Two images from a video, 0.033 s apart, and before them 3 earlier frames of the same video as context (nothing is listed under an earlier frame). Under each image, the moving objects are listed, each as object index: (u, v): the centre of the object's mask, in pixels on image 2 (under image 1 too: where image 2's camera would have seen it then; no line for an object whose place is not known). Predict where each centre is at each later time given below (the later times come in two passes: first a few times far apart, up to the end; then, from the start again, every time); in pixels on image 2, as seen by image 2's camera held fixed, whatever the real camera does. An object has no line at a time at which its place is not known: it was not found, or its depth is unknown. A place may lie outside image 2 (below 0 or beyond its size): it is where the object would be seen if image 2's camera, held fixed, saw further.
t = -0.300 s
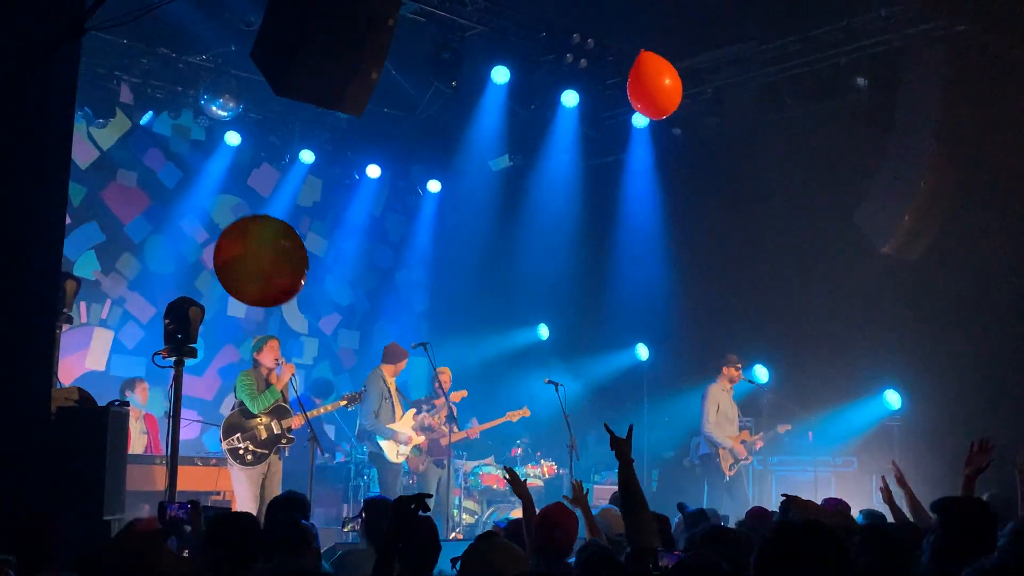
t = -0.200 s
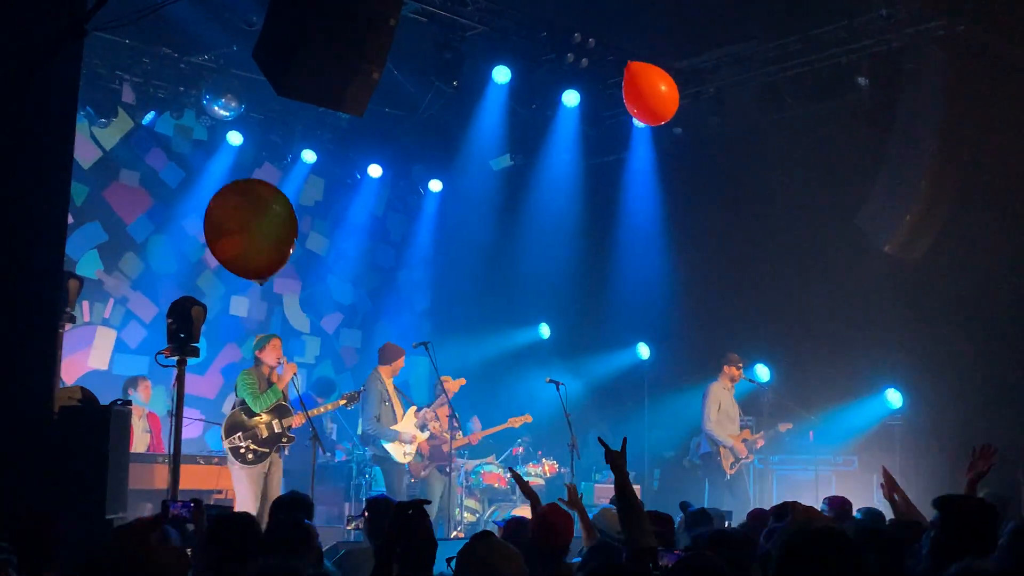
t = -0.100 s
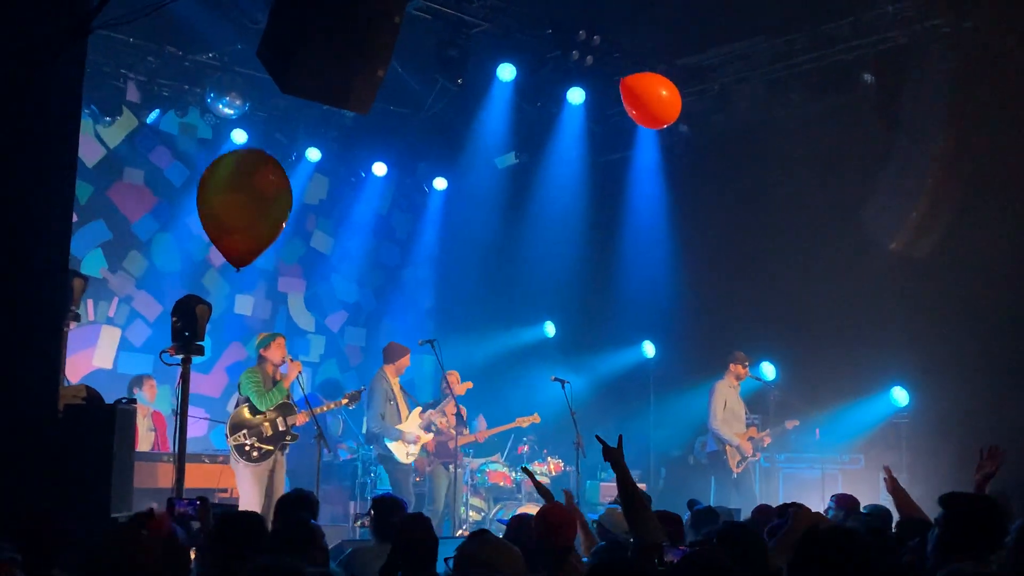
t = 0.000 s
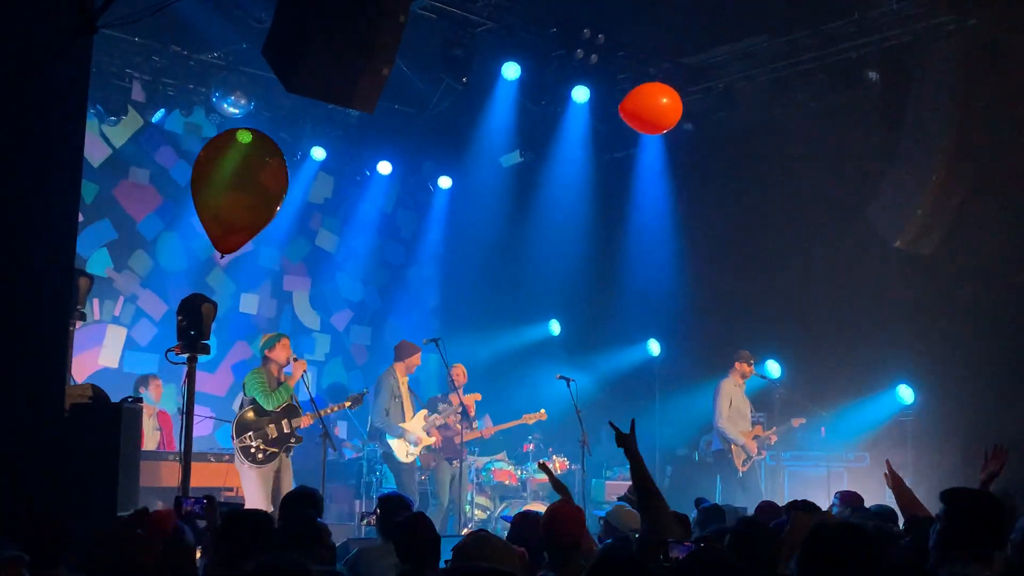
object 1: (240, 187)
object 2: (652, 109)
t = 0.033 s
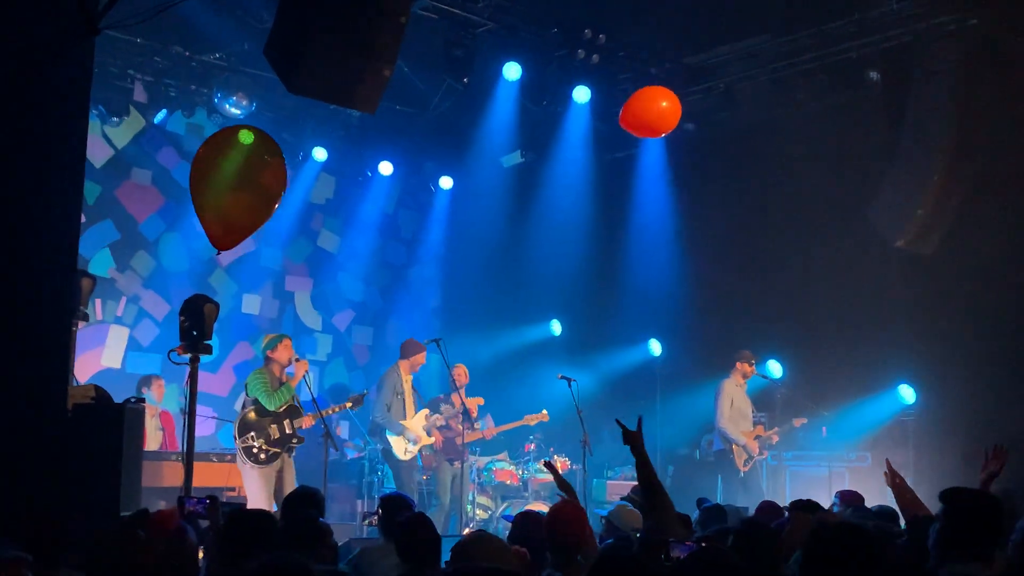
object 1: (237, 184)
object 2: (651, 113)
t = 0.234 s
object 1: (217, 172)
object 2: (642, 145)
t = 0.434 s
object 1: (200, 176)
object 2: (639, 188)
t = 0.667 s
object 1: (183, 204)
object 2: (641, 242)
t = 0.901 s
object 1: (169, 255)
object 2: (653, 289)
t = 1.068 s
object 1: (160, 301)
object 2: (668, 316)
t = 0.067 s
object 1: (233, 181)
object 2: (649, 117)
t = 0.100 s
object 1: (230, 178)
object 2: (647, 122)
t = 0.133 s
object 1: (227, 176)
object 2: (646, 127)
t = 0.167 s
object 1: (223, 175)
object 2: (644, 132)
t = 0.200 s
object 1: (220, 173)
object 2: (643, 138)
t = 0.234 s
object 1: (217, 172)
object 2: (642, 145)
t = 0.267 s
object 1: (214, 171)
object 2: (641, 151)
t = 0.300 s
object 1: (211, 171)
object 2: (640, 158)
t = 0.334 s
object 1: (208, 171)
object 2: (640, 165)
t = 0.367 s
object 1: (206, 172)
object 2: (639, 173)
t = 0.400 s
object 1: (203, 174)
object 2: (639, 180)
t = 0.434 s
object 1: (200, 176)
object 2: (639, 188)
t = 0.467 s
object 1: (197, 178)
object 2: (639, 196)
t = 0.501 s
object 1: (195, 181)
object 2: (639, 203)
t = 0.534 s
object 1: (192, 185)
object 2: (639, 211)
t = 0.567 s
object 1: (190, 189)
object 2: (640, 219)
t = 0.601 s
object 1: (188, 194)
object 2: (640, 227)
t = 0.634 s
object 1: (185, 199)
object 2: (641, 235)
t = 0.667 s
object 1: (183, 204)
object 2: (641, 242)
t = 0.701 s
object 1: (181, 210)
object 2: (642, 250)
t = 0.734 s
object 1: (179, 217)
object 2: (644, 257)
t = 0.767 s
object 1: (177, 224)
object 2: (645, 264)
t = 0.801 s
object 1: (175, 231)
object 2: (647, 271)
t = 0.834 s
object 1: (173, 239)
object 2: (649, 277)
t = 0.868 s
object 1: (171, 247)
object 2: (651, 283)
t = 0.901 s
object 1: (169, 255)
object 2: (653, 289)
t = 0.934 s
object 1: (167, 263)
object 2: (655, 294)
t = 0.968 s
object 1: (166, 272)
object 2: (658, 300)
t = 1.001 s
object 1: (164, 281)
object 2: (661, 305)
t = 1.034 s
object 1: (161, 290)
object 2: (665, 310)
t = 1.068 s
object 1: (160, 301)
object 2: (668, 316)
